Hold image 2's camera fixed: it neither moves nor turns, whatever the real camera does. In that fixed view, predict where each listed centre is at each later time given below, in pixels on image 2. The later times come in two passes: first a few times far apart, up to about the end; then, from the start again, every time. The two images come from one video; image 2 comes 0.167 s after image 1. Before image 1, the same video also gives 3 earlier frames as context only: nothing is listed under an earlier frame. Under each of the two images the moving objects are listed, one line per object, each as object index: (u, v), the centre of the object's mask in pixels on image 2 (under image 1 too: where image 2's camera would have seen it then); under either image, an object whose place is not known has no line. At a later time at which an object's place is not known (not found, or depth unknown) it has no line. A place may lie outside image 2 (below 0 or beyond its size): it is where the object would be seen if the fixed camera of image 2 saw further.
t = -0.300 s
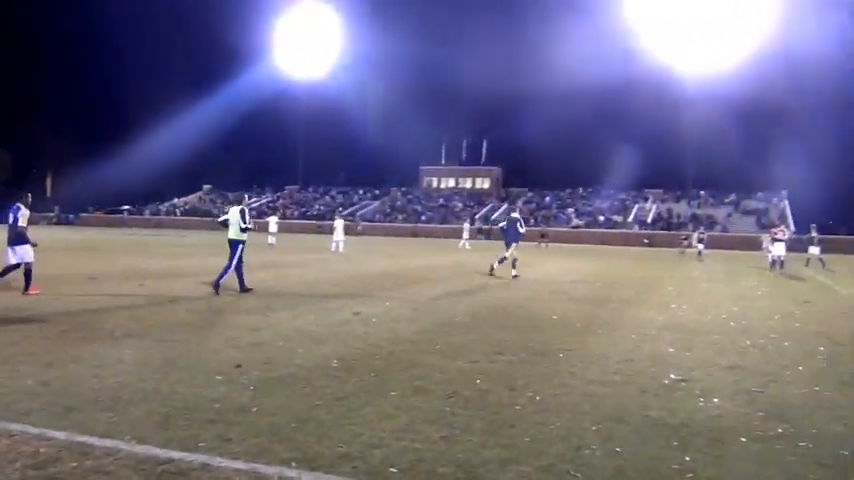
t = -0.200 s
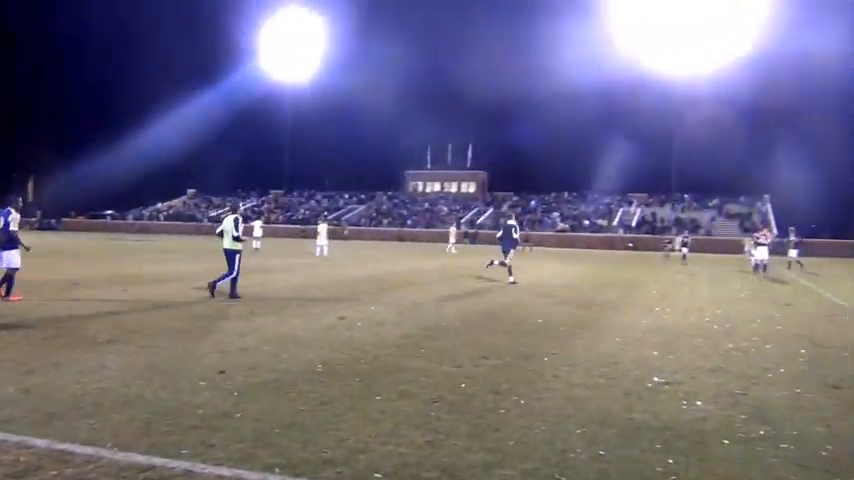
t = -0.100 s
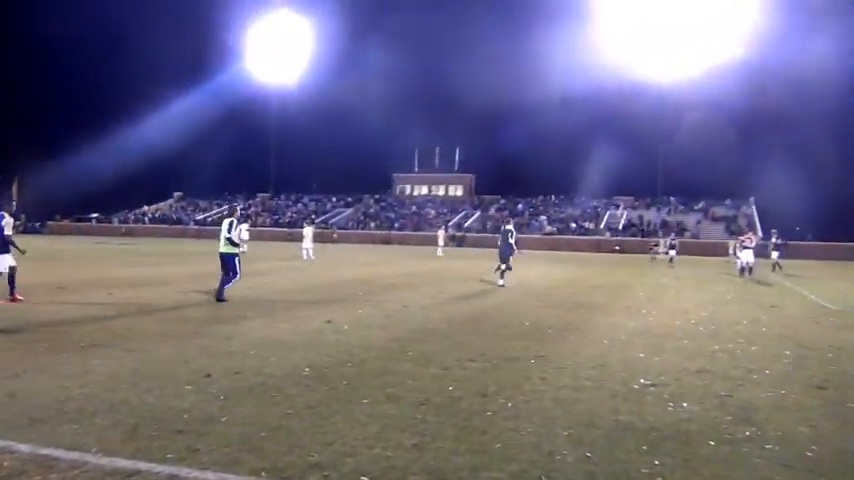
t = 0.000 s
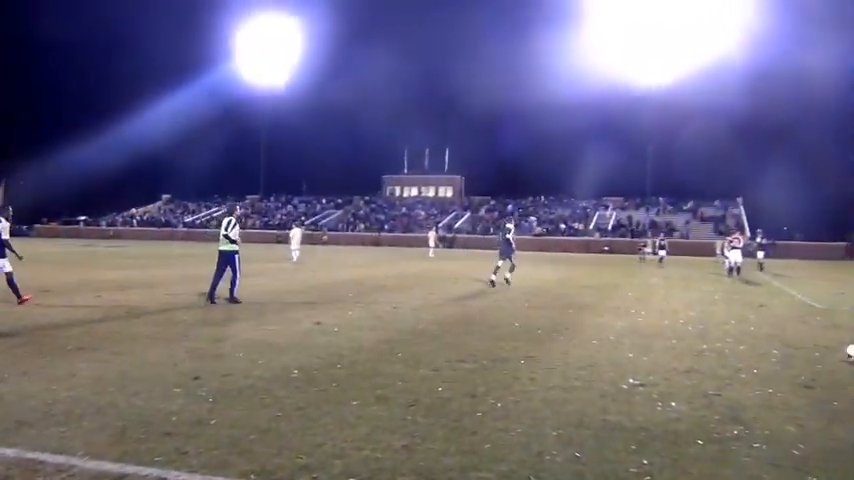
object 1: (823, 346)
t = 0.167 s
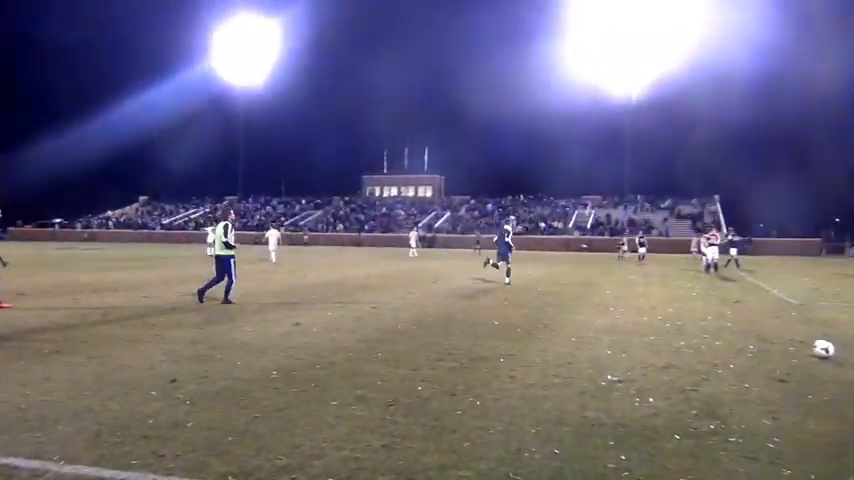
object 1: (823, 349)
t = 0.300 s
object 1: (820, 350)
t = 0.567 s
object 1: (813, 351)
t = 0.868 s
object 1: (808, 352)
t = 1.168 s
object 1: (805, 353)
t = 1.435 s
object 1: (805, 354)
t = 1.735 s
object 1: (808, 354)
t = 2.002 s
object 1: (809, 354)
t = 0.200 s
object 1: (823, 349)
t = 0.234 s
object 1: (822, 349)
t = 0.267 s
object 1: (821, 349)
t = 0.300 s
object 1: (820, 350)
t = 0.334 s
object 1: (819, 350)
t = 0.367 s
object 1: (818, 350)
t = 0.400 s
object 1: (817, 350)
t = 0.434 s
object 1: (816, 350)
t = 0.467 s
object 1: (816, 351)
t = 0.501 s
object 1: (815, 351)
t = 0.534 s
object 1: (814, 351)
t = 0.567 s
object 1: (813, 351)
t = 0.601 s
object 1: (812, 351)
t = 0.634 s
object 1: (812, 351)
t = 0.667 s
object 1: (812, 351)
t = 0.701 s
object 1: (812, 352)
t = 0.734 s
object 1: (810, 351)
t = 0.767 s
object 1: (810, 351)
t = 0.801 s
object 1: (809, 352)
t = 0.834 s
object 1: (809, 352)
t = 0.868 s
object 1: (808, 352)
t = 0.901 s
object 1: (808, 353)
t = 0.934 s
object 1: (808, 353)
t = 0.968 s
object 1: (807, 353)
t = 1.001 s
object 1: (807, 353)
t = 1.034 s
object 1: (806, 353)
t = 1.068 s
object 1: (806, 353)
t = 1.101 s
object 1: (806, 353)
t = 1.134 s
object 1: (805, 353)
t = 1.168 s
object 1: (805, 353)
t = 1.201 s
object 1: (805, 353)
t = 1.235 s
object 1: (805, 353)
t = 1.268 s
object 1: (805, 353)
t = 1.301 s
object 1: (805, 354)
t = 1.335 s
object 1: (805, 353)
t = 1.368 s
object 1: (805, 354)
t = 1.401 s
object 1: (805, 354)
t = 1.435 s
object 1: (805, 354)
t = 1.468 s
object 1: (805, 354)
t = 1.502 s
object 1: (806, 354)
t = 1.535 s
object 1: (805, 354)
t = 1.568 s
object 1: (807, 354)
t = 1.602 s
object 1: (807, 354)
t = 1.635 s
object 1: (807, 354)
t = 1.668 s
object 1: (807, 354)
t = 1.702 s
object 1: (808, 354)
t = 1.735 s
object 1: (808, 354)
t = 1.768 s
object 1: (808, 355)
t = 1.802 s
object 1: (809, 354)
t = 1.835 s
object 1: (809, 354)
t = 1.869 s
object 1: (808, 354)
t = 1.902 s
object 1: (810, 354)
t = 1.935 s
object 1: (809, 354)
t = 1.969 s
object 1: (809, 354)
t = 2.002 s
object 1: (809, 354)
